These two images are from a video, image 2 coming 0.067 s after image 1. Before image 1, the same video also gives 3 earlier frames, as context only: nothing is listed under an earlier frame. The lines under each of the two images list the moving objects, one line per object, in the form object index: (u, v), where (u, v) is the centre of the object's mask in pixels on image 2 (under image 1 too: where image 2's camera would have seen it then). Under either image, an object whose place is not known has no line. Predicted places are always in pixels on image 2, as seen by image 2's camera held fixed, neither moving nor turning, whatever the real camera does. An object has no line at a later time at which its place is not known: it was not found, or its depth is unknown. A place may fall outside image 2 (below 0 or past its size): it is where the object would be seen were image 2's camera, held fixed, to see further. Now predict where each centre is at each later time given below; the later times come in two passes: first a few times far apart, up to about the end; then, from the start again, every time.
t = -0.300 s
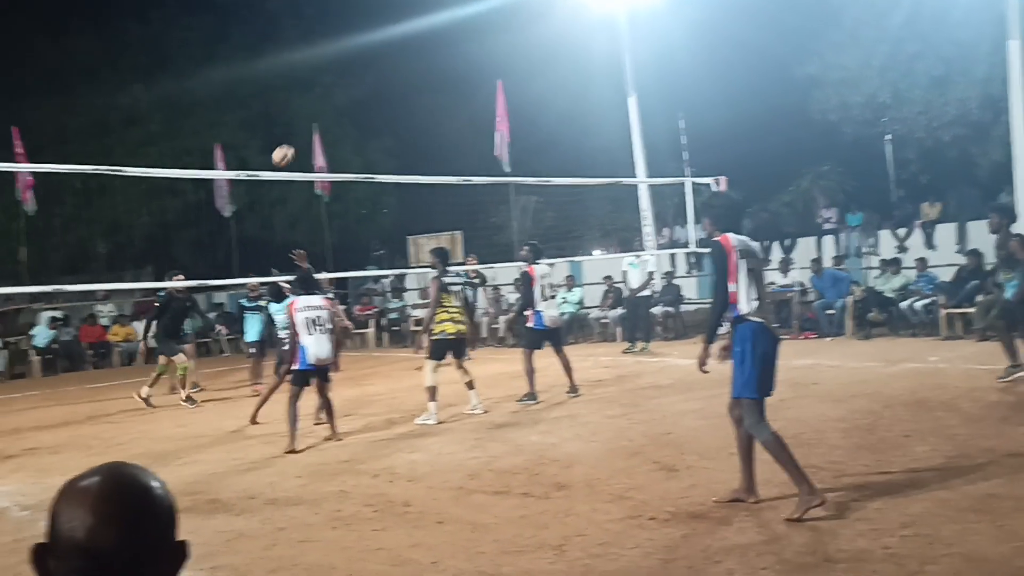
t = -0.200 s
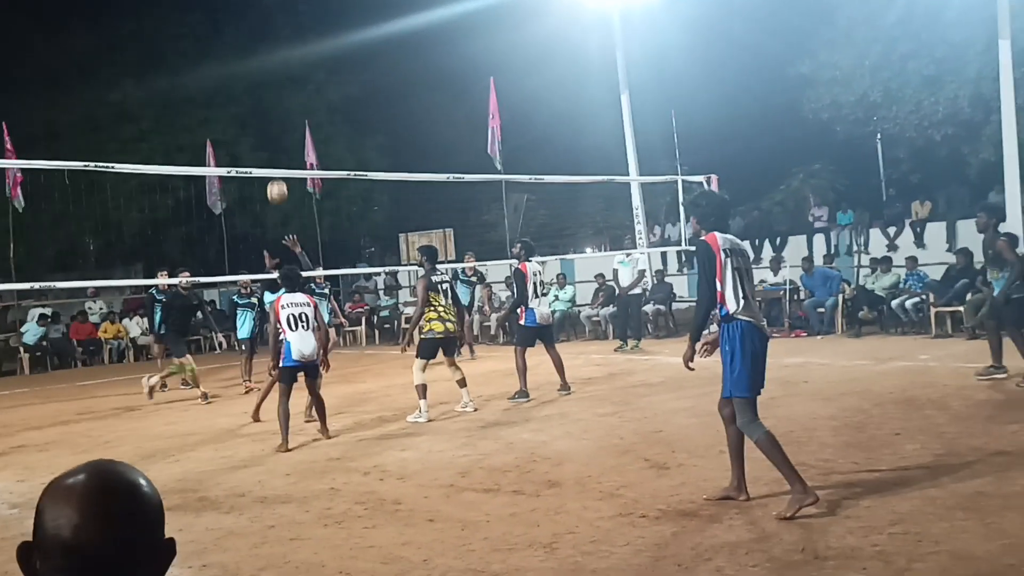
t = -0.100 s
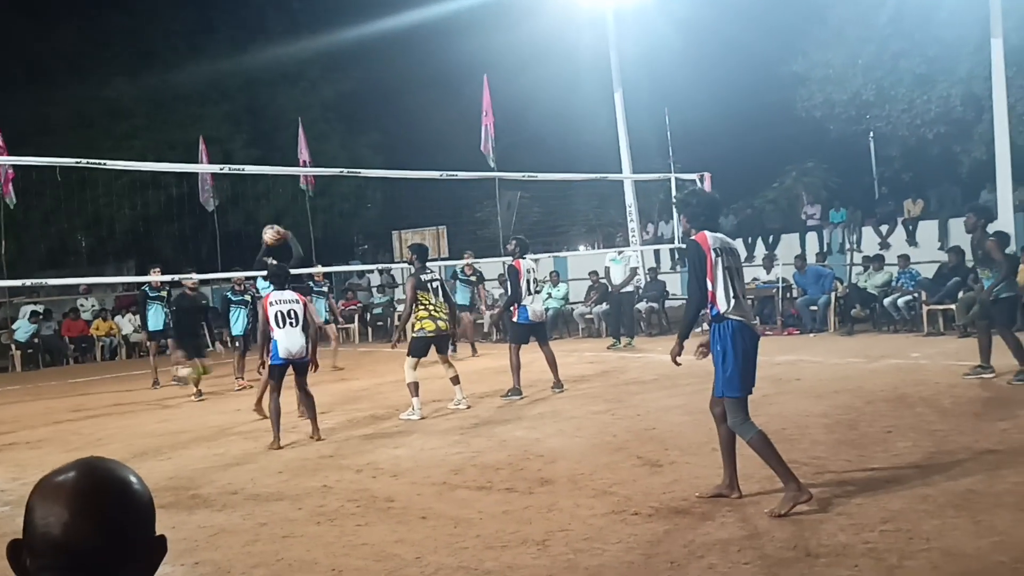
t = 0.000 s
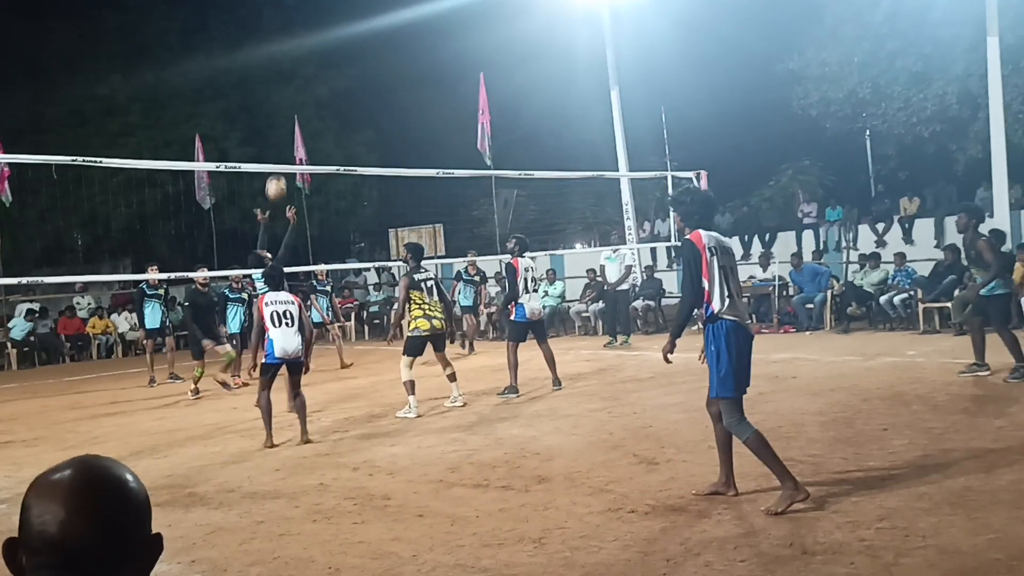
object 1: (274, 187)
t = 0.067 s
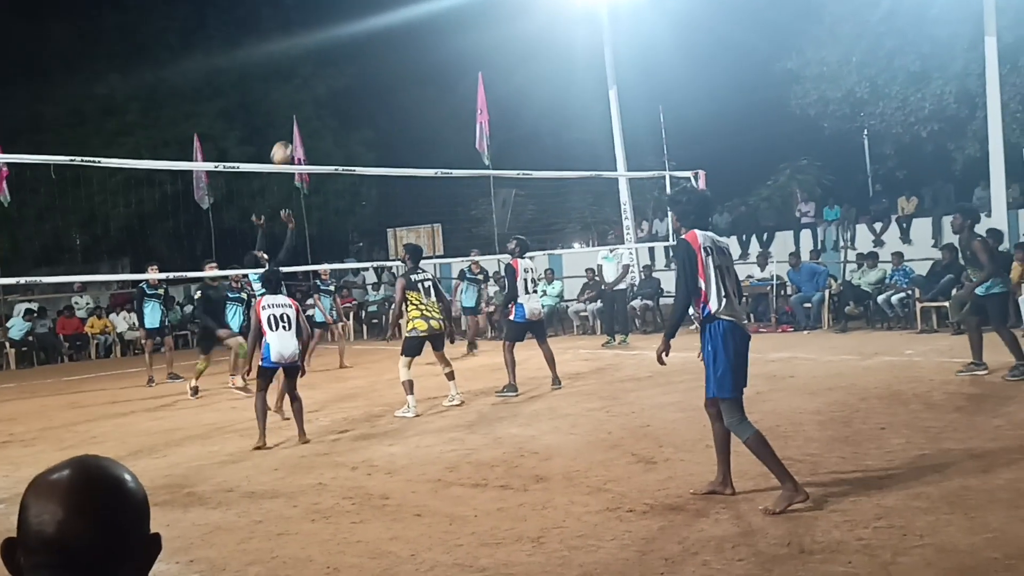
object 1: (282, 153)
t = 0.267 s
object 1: (304, 82)
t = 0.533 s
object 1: (335, 45)
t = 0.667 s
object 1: (351, 52)
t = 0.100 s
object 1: (285, 139)
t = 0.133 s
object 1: (289, 125)
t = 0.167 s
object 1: (293, 113)
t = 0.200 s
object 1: (296, 101)
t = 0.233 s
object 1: (300, 91)
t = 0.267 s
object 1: (304, 82)
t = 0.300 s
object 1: (308, 73)
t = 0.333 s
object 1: (311, 66)
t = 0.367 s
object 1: (315, 60)
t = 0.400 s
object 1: (319, 55)
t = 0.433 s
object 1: (323, 51)
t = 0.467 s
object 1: (327, 48)
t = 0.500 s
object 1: (331, 46)
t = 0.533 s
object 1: (335, 45)
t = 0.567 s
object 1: (339, 45)
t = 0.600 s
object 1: (343, 46)
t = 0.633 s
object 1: (348, 49)
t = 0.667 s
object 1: (351, 52)
